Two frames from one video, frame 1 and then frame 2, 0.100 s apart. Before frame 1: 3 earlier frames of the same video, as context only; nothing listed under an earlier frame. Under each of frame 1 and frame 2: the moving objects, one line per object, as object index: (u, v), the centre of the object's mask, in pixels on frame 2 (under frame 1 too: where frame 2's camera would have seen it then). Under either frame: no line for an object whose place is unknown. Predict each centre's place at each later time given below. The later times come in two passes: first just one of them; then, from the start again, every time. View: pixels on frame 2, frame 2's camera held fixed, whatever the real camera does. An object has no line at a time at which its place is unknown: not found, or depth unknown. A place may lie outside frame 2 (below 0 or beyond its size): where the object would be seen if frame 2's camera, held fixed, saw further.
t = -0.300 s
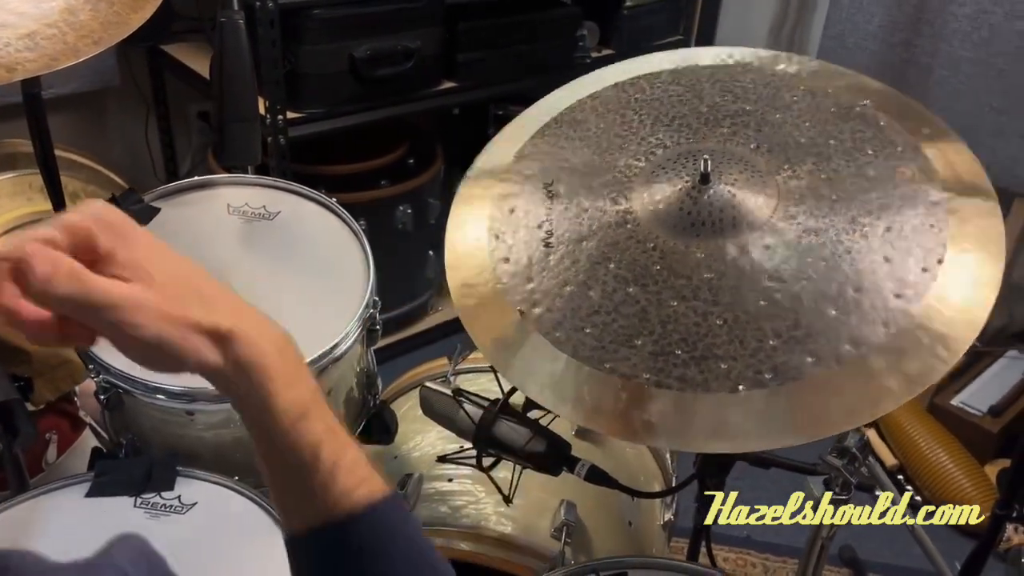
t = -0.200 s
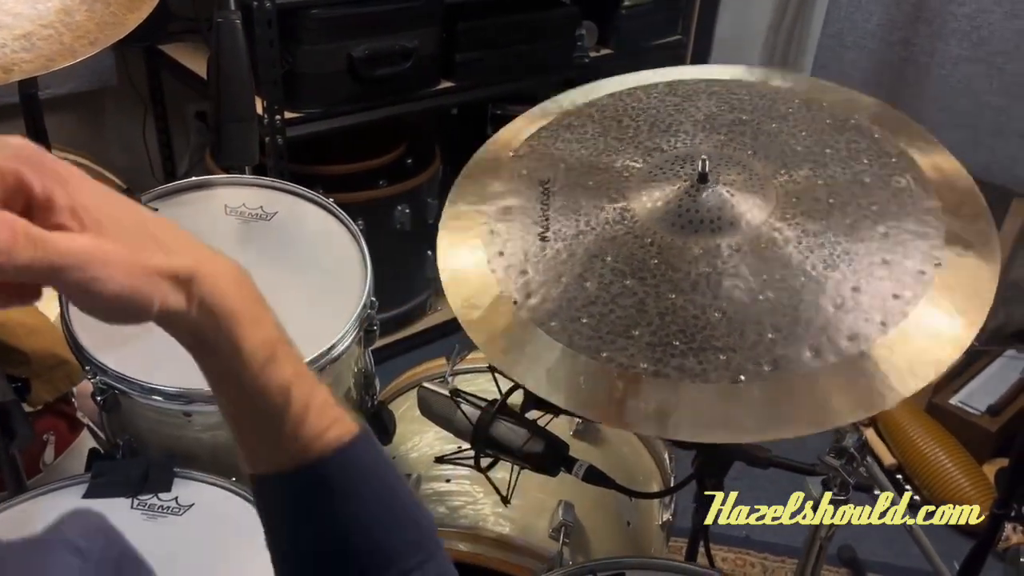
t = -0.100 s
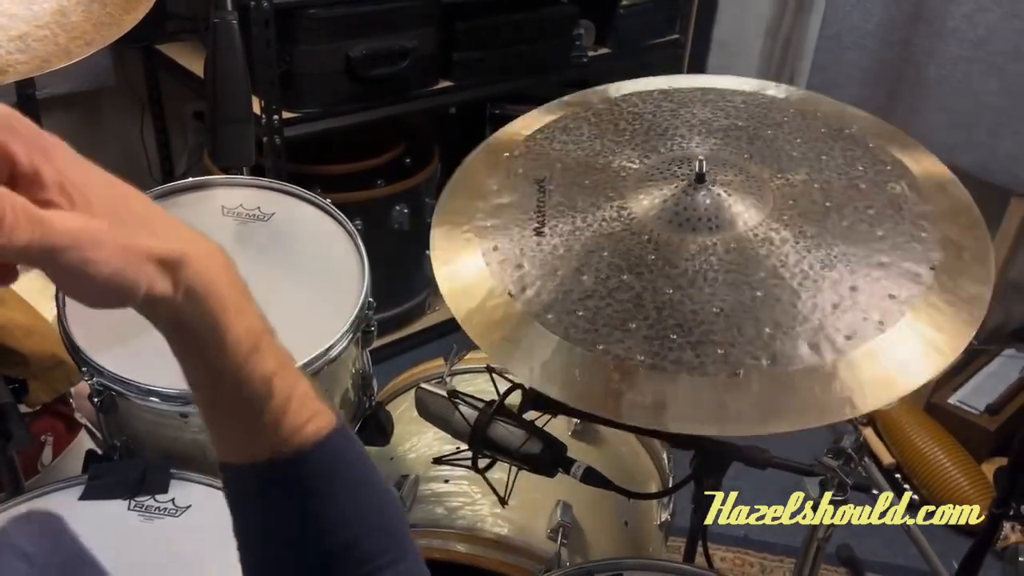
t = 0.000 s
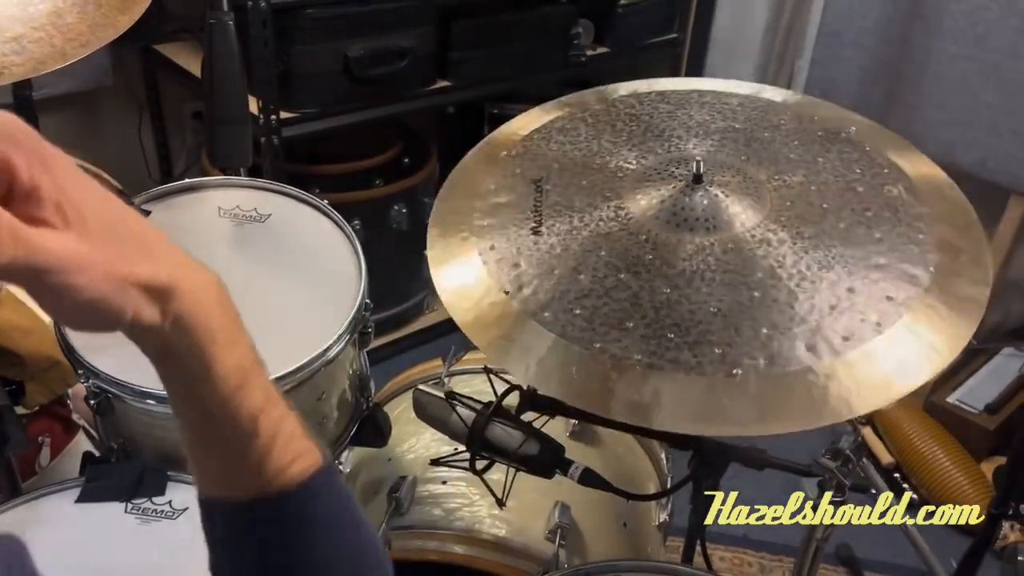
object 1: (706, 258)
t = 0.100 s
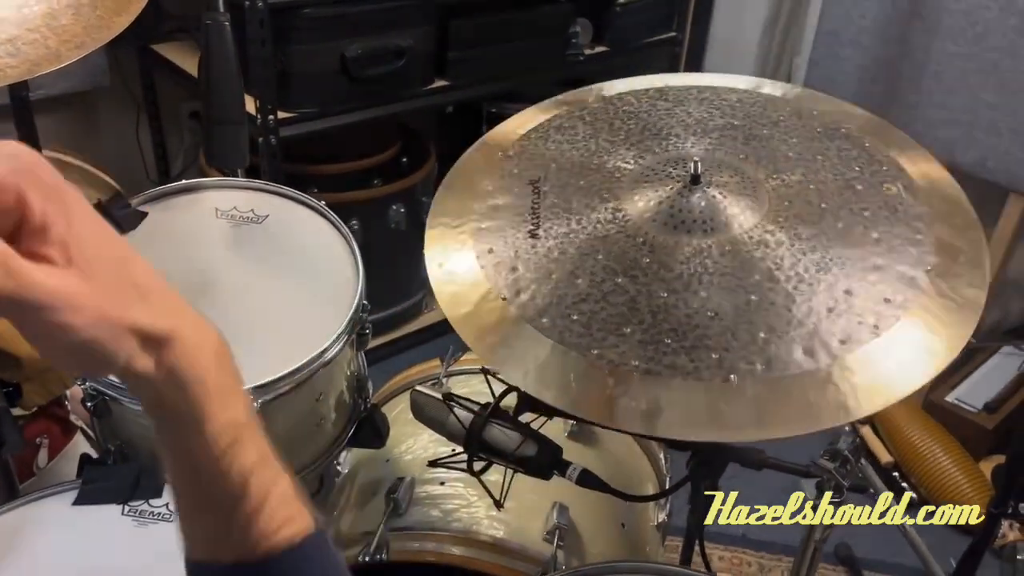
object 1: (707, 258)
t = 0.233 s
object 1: (710, 254)
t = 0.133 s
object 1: (707, 257)
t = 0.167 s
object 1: (708, 257)
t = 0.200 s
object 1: (710, 255)
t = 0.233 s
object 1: (710, 254)
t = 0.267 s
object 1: (711, 254)
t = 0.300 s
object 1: (713, 252)
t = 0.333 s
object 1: (714, 252)
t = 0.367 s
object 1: (715, 251)
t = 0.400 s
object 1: (716, 250)
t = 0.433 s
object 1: (716, 250)
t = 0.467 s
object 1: (716, 251)
